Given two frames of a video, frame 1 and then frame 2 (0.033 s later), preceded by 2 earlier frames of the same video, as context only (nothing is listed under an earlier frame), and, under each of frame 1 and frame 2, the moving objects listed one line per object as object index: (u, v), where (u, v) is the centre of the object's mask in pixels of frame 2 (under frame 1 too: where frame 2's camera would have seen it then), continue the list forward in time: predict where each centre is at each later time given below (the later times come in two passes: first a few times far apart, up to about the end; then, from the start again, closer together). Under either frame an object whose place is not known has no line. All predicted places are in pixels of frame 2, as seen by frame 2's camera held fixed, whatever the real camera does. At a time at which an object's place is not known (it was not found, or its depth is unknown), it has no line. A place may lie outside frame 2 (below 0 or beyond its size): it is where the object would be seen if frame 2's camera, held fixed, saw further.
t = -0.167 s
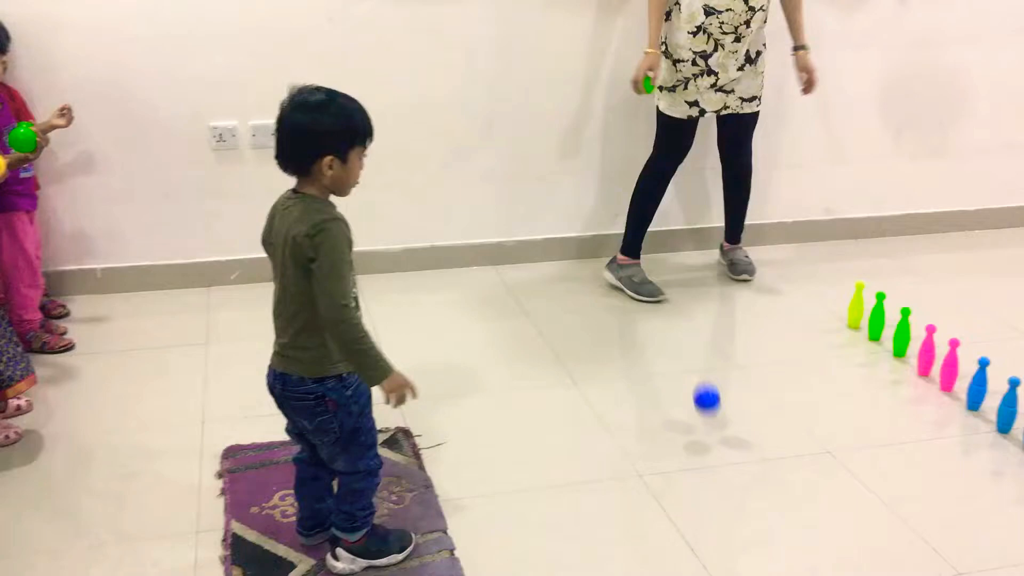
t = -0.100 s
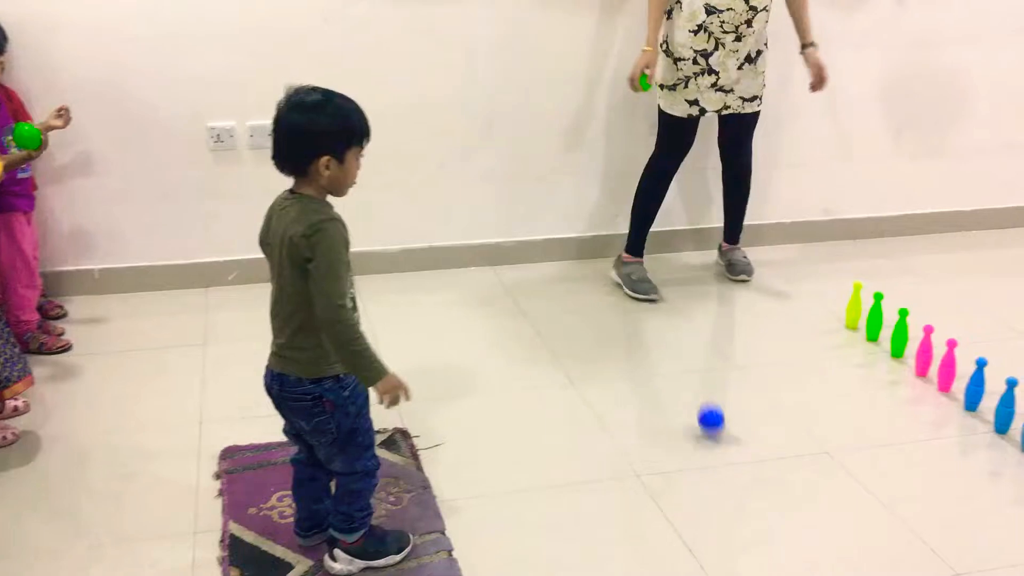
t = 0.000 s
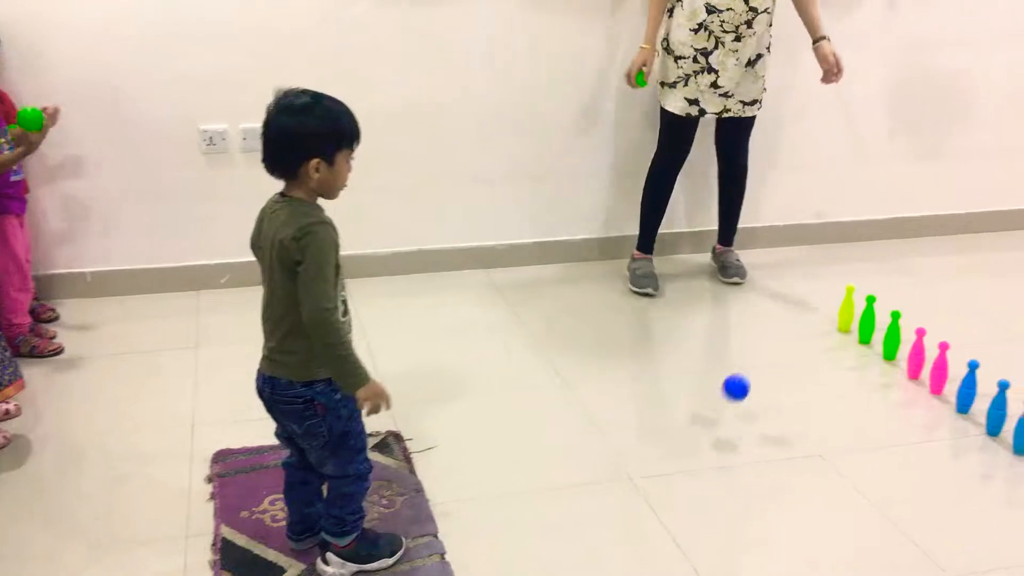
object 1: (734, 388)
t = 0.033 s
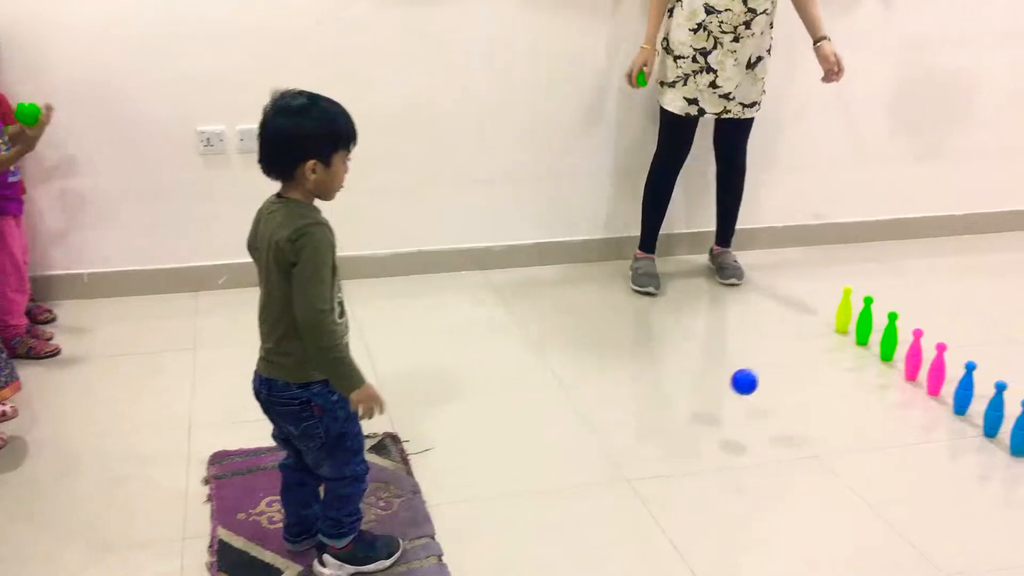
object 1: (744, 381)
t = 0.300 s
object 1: (819, 392)
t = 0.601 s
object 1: (907, 401)
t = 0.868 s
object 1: (953, 399)
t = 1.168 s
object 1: (964, 398)
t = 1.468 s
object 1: (970, 398)
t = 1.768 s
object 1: (978, 402)
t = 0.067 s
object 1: (754, 379)
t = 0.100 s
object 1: (764, 380)
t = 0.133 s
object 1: (772, 384)
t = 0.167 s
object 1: (780, 392)
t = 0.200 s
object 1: (788, 403)
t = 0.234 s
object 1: (797, 409)
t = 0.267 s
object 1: (808, 399)
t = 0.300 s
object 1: (819, 392)
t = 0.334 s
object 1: (829, 389)
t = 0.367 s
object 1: (839, 390)
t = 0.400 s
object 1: (848, 395)
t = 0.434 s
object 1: (856, 403)
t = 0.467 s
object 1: (866, 400)
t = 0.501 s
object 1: (877, 395)
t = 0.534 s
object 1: (887, 393)
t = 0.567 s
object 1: (897, 395)
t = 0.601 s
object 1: (907, 401)
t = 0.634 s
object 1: (917, 397)
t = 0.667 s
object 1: (927, 395)
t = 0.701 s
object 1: (936, 396)
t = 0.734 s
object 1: (942, 399)
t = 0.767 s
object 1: (943, 399)
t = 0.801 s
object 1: (946, 397)
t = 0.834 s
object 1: (949, 399)
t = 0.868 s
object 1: (953, 399)
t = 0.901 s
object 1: (956, 399)
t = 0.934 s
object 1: (959, 399)
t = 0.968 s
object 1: (960, 399)
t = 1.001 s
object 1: (962, 399)
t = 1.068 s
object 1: (963, 399)
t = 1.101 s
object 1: (963, 398)
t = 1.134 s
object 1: (963, 398)
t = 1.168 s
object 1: (964, 398)
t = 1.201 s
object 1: (964, 398)
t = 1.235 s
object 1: (965, 397)
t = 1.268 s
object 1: (965, 397)
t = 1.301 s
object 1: (966, 397)
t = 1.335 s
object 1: (967, 397)
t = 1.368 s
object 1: (968, 397)
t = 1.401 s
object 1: (969, 398)
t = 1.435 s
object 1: (969, 398)
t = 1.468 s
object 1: (970, 398)
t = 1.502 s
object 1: (971, 399)
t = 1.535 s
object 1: (973, 399)
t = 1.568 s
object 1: (974, 400)
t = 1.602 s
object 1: (975, 400)
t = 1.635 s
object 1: (976, 401)
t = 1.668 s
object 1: (976, 401)
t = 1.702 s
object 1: (977, 401)
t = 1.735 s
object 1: (977, 402)
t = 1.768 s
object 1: (978, 402)
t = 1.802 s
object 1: (978, 402)
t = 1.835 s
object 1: (978, 403)
